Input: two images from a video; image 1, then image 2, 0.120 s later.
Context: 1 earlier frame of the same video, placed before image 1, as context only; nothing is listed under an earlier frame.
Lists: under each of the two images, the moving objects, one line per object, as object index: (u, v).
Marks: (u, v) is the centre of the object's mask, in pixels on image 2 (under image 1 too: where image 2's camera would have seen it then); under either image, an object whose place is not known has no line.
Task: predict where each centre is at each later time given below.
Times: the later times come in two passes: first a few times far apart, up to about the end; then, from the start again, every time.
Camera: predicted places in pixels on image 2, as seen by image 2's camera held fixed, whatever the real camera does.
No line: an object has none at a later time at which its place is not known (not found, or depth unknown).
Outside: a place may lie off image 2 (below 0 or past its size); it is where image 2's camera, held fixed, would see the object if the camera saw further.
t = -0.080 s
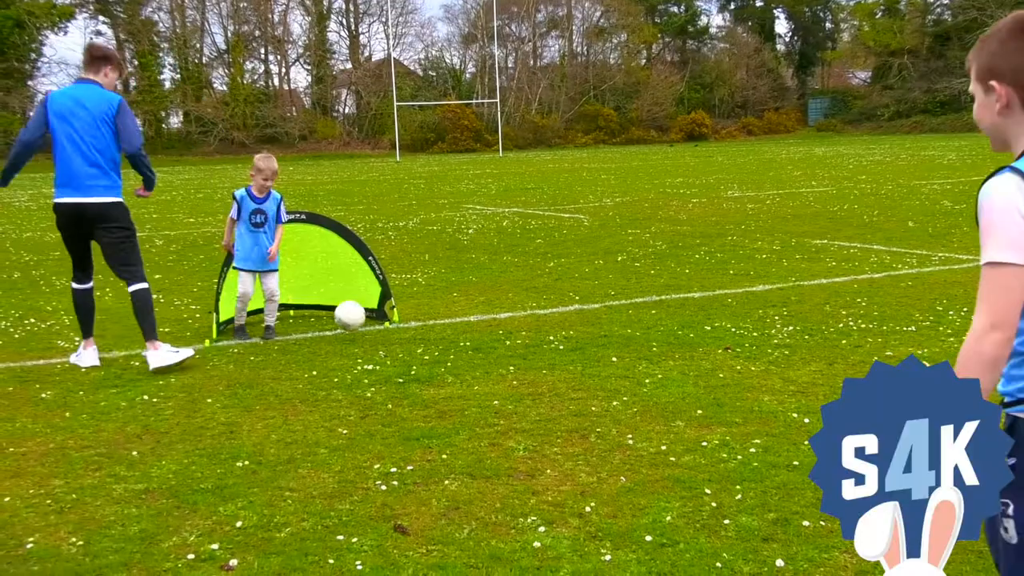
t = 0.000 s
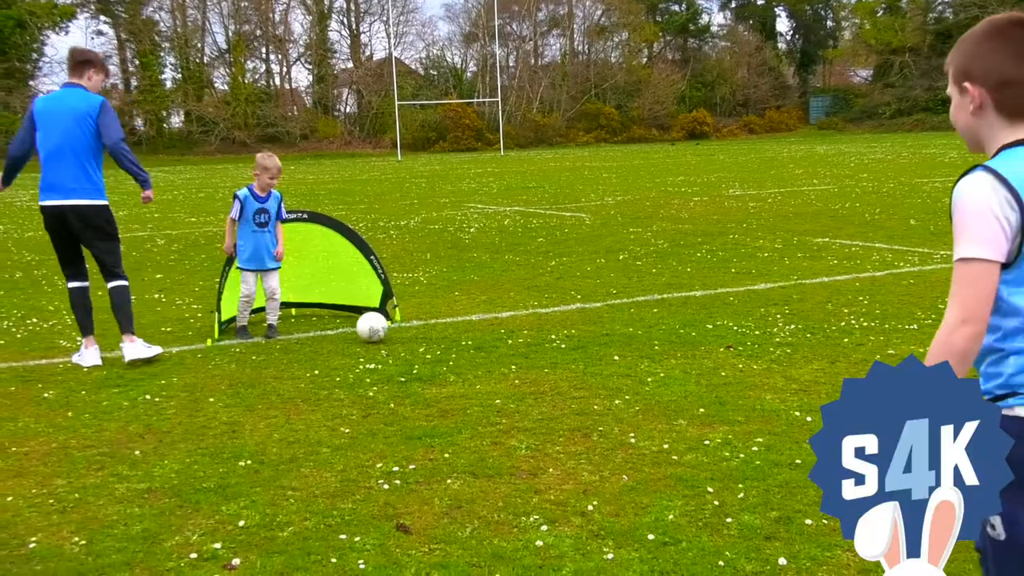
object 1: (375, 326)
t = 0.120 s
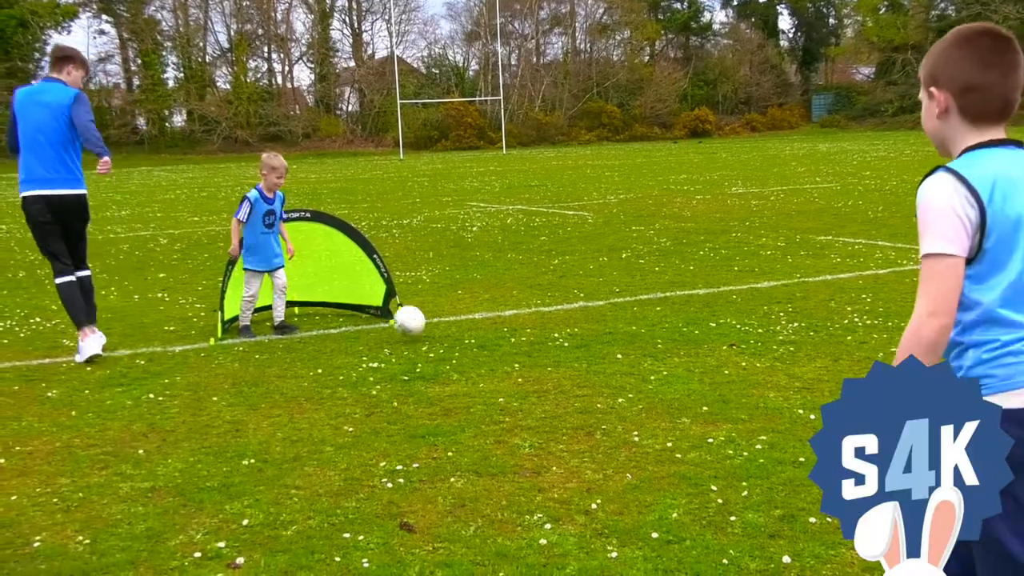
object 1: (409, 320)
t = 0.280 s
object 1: (455, 329)
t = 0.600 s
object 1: (543, 333)
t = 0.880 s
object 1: (618, 341)
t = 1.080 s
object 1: (672, 343)
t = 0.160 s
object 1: (421, 324)
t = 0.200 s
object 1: (431, 329)
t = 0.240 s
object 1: (443, 327)
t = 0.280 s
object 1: (455, 329)
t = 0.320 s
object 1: (466, 331)
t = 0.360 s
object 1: (478, 330)
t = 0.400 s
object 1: (488, 332)
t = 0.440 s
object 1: (499, 333)
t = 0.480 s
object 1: (510, 333)
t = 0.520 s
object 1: (522, 334)
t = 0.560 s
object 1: (532, 333)
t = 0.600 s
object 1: (543, 333)
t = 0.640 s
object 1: (553, 334)
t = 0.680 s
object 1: (564, 337)
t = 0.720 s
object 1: (575, 338)
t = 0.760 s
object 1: (585, 337)
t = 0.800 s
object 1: (596, 337)
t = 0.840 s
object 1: (607, 339)
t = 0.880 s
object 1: (618, 341)
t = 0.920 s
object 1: (628, 341)
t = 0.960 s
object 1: (639, 342)
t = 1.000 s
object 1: (650, 341)
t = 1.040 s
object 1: (661, 342)
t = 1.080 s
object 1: (672, 343)
